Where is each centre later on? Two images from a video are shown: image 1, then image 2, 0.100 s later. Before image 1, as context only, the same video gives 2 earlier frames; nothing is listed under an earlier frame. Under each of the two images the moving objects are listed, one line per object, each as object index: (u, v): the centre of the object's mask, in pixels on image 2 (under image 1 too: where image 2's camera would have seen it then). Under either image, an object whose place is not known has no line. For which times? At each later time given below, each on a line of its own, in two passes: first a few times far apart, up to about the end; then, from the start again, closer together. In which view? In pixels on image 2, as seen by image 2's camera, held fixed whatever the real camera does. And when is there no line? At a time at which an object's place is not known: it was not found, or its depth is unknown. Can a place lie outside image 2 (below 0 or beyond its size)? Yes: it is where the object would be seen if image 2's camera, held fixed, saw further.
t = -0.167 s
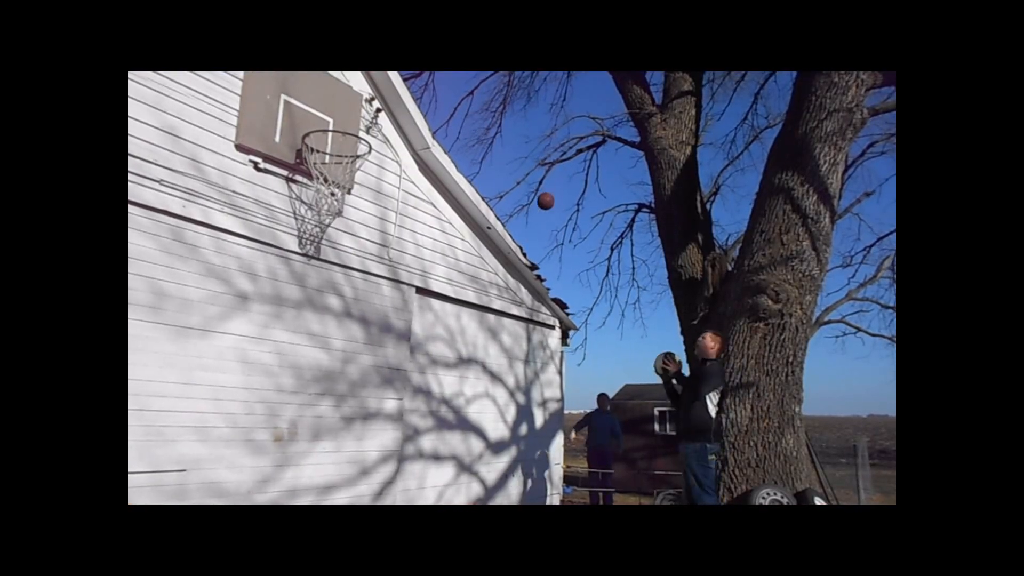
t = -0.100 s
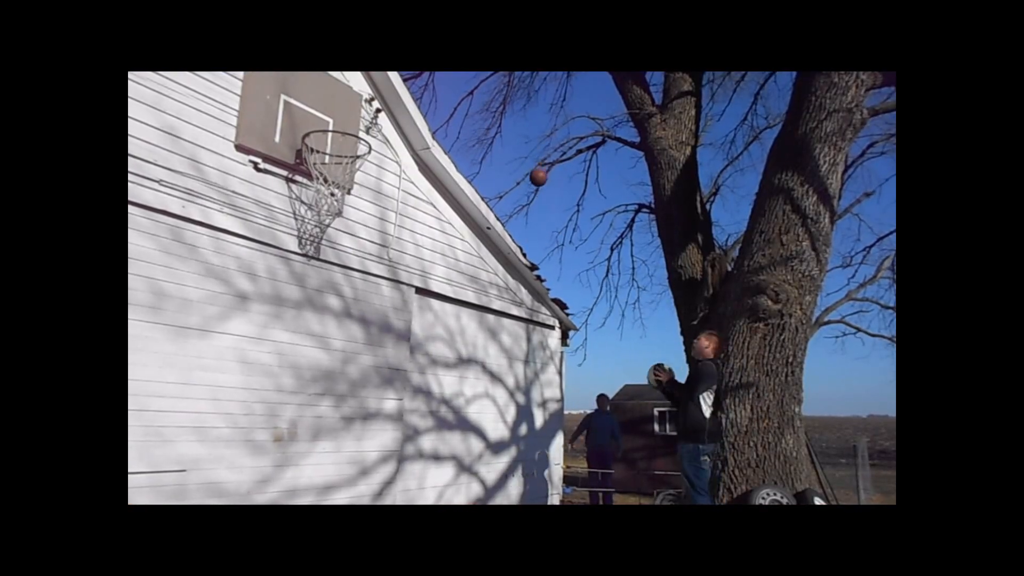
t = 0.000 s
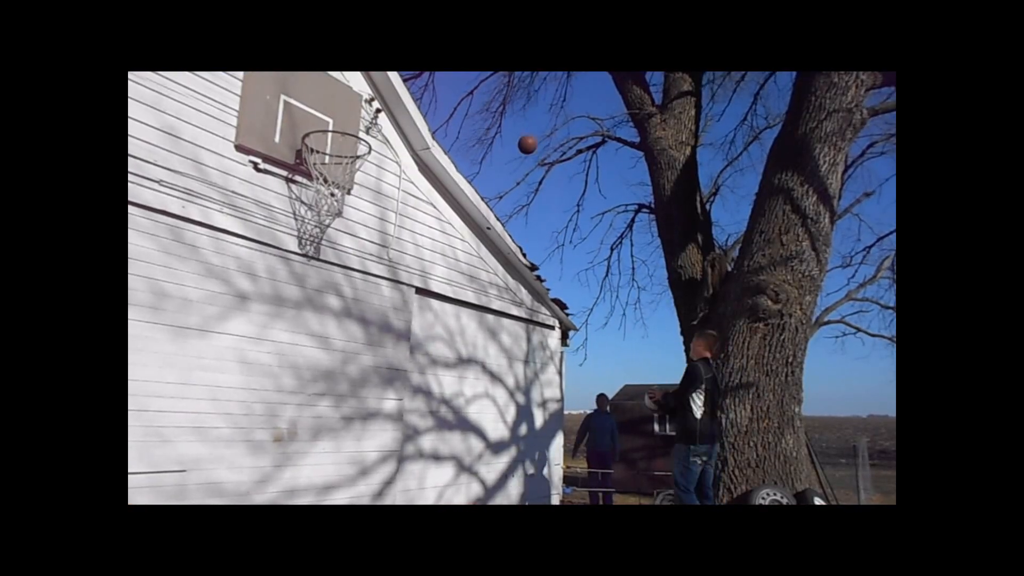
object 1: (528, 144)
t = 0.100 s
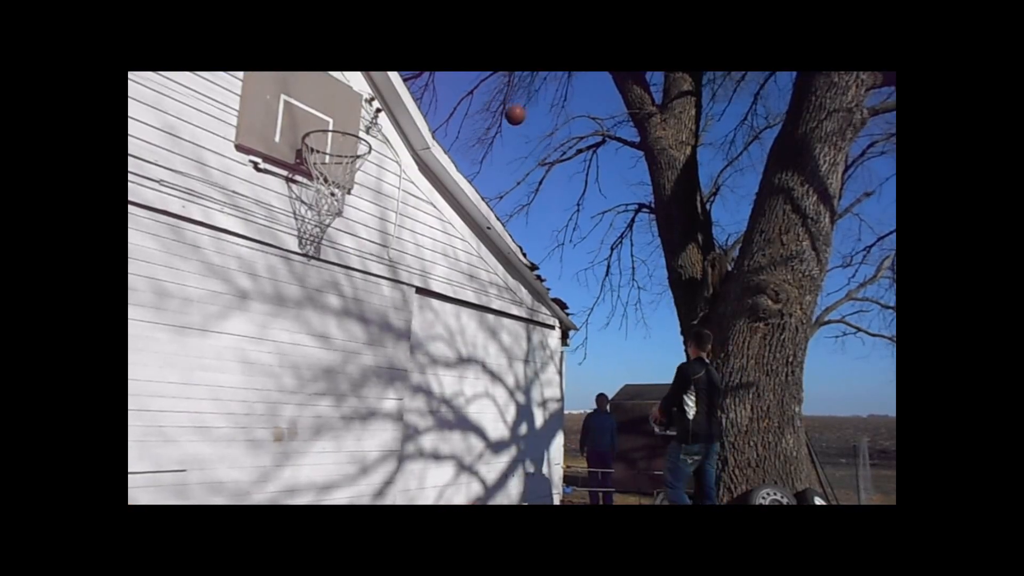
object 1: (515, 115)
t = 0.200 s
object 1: (502, 90)
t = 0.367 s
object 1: (475, 73)
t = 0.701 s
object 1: (406, 77)
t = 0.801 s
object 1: (379, 94)
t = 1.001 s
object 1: (325, 145)
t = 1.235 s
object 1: (331, 158)
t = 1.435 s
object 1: (307, 192)
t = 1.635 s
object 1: (332, 215)
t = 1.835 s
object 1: (360, 273)
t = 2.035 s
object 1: (385, 390)
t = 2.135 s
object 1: (397, 471)
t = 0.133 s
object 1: (512, 106)
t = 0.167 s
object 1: (506, 98)
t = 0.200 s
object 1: (502, 90)
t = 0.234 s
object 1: (497, 83)
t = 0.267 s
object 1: (492, 79)
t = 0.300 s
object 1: (487, 76)
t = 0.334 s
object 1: (481, 74)
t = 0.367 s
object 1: (475, 73)
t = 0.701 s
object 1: (406, 77)
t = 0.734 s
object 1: (398, 80)
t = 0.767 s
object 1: (389, 85)
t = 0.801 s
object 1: (379, 94)
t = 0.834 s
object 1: (369, 106)
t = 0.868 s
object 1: (359, 120)
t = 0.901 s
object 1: (346, 131)
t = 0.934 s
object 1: (328, 135)
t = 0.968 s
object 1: (321, 139)
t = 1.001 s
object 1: (325, 145)
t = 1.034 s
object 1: (336, 146)
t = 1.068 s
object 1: (348, 148)
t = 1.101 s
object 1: (353, 148)
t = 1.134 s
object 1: (350, 147)
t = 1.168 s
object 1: (345, 149)
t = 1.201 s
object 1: (338, 152)
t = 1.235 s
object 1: (331, 158)
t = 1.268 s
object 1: (324, 161)
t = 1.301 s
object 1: (315, 168)
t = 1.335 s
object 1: (309, 171)
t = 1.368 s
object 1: (307, 173)
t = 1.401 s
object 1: (306, 176)
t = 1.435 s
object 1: (307, 192)
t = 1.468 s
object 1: (307, 195)
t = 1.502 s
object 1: (308, 198)
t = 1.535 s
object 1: (312, 203)
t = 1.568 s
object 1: (318, 207)
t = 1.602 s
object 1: (325, 211)
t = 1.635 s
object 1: (332, 215)
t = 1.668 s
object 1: (338, 219)
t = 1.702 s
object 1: (342, 225)
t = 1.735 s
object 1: (347, 234)
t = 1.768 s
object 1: (352, 246)
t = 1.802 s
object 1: (356, 258)
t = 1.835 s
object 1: (360, 273)
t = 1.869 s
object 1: (365, 289)
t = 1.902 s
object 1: (369, 306)
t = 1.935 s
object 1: (373, 325)
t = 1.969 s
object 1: (377, 345)
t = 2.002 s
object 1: (381, 367)
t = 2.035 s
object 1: (385, 390)
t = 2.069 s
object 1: (389, 416)
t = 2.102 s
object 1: (393, 443)
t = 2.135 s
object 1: (397, 471)
